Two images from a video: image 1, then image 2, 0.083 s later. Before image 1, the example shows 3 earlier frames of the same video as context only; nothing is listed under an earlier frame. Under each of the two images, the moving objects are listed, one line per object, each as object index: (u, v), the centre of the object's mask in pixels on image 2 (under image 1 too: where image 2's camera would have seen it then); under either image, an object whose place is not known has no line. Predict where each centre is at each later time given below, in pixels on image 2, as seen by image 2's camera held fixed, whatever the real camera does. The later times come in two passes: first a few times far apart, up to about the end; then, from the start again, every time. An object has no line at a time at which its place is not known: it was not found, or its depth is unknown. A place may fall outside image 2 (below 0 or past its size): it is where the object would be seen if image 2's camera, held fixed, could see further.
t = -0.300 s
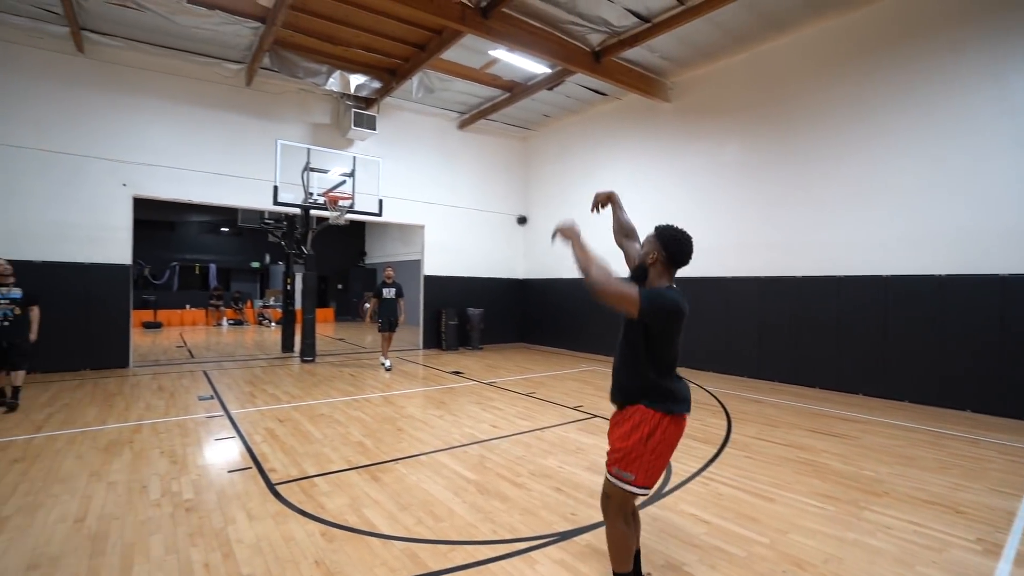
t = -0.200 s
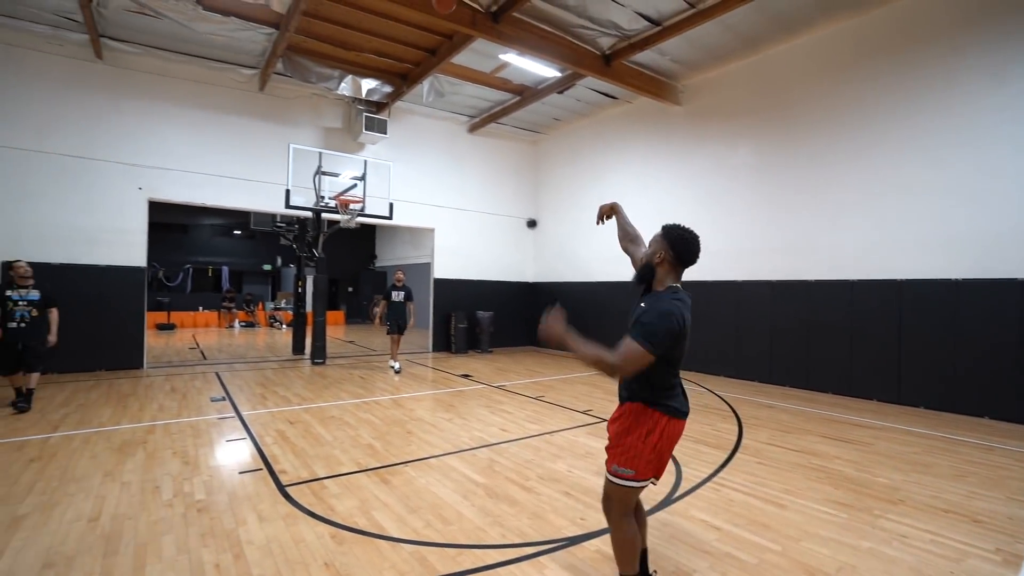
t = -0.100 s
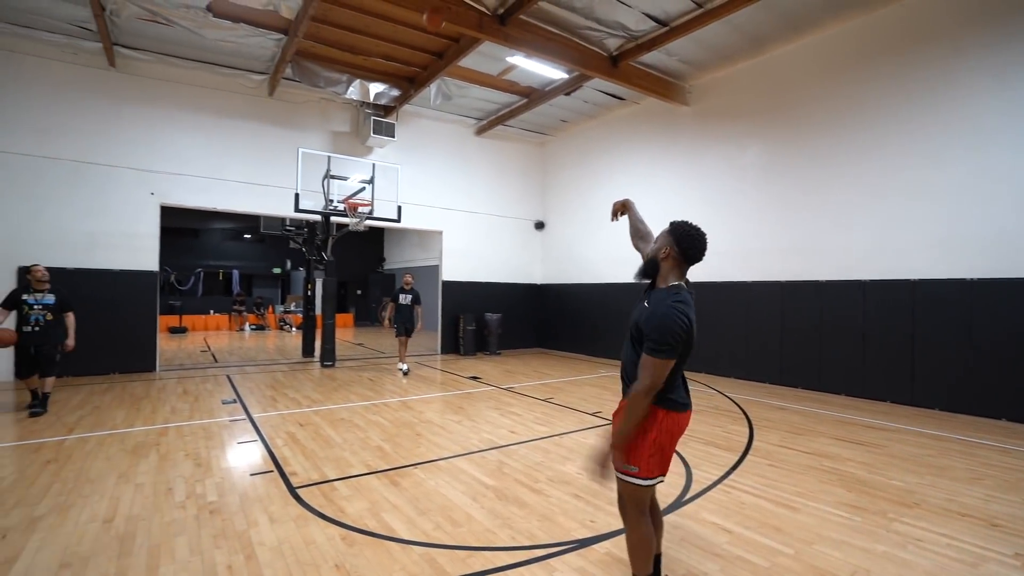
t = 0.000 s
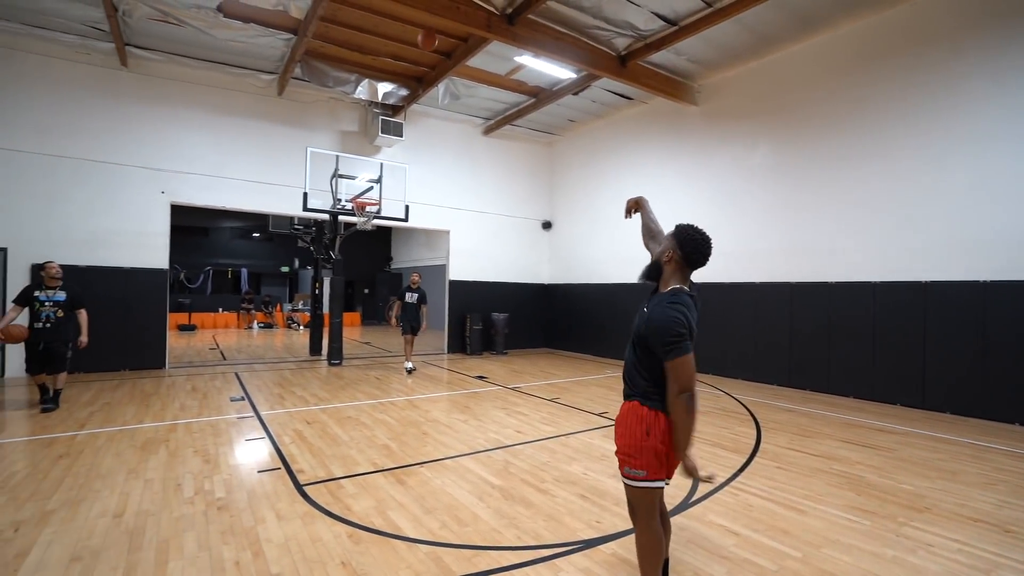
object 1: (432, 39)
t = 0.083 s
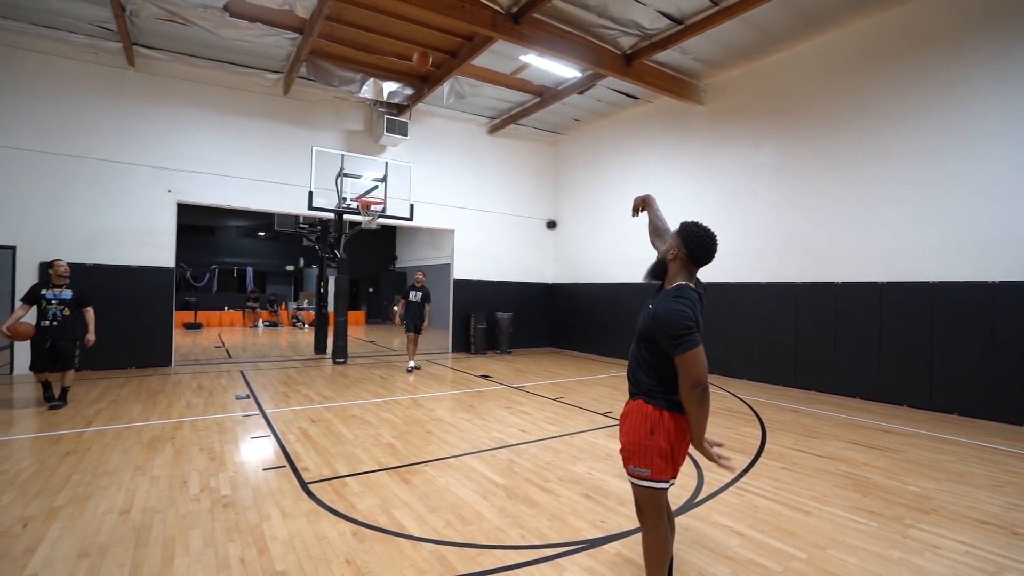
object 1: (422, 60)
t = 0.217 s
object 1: (407, 96)
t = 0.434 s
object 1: (388, 166)
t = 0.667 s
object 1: (399, 173)
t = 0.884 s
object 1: (421, 166)
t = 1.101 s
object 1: (443, 185)
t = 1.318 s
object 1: (462, 229)
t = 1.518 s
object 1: (479, 293)
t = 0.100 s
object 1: (420, 64)
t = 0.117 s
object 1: (418, 69)
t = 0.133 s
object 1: (416, 73)
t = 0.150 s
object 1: (414, 77)
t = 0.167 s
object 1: (412, 81)
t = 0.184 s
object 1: (411, 86)
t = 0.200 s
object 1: (409, 92)
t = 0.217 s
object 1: (407, 96)
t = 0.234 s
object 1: (405, 102)
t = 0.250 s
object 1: (404, 107)
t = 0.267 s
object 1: (403, 111)
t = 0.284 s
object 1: (400, 115)
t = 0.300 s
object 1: (398, 121)
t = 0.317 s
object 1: (397, 128)
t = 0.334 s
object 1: (396, 132)
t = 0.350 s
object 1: (394, 139)
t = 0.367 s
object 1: (393, 144)
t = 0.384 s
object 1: (392, 149)
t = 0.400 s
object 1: (390, 155)
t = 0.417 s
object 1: (389, 161)
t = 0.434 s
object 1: (388, 166)
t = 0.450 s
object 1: (386, 172)
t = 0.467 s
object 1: (385, 178)
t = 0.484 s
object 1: (385, 183)
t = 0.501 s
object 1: (383, 190)
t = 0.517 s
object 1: (382, 193)
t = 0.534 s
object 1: (384, 190)
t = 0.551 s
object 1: (386, 188)
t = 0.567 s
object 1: (388, 185)
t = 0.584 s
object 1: (390, 182)
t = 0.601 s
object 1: (391, 180)
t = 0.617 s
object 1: (393, 178)
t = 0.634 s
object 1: (395, 177)
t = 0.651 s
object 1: (397, 175)
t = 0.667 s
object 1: (399, 173)
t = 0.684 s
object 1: (401, 172)
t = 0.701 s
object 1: (402, 170)
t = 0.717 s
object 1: (404, 169)
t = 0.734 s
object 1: (406, 168)
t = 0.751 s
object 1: (408, 167)
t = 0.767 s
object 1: (409, 167)
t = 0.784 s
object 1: (411, 166)
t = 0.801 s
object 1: (413, 166)
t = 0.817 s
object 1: (414, 166)
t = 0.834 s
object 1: (416, 166)
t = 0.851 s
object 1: (418, 166)
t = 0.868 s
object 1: (420, 166)
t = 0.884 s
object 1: (421, 166)
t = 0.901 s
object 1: (423, 167)
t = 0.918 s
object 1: (425, 167)
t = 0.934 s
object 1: (426, 168)
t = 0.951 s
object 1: (428, 169)
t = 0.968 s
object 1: (430, 170)
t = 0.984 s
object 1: (431, 172)
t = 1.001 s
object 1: (433, 173)
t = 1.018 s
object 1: (435, 175)
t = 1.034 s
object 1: (436, 176)
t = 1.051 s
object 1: (438, 178)
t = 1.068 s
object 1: (439, 180)
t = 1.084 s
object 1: (441, 182)
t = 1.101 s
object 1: (443, 185)
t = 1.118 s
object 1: (444, 187)
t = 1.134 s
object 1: (445, 190)
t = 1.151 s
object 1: (447, 193)
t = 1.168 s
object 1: (449, 196)
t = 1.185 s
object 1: (450, 199)
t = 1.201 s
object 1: (452, 202)
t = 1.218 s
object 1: (453, 206)
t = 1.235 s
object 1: (454, 209)
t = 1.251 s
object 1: (456, 213)
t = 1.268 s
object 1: (458, 217)
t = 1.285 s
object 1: (459, 221)
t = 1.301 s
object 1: (460, 225)
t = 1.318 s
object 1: (462, 229)
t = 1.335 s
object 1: (463, 234)
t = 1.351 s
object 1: (465, 239)
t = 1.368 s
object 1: (466, 243)
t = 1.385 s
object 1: (468, 248)
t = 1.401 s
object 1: (469, 254)
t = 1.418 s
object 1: (470, 259)
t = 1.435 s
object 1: (472, 264)
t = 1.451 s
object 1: (473, 270)
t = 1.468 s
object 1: (475, 275)
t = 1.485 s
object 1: (476, 282)
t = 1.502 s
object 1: (477, 288)
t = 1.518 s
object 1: (479, 293)
